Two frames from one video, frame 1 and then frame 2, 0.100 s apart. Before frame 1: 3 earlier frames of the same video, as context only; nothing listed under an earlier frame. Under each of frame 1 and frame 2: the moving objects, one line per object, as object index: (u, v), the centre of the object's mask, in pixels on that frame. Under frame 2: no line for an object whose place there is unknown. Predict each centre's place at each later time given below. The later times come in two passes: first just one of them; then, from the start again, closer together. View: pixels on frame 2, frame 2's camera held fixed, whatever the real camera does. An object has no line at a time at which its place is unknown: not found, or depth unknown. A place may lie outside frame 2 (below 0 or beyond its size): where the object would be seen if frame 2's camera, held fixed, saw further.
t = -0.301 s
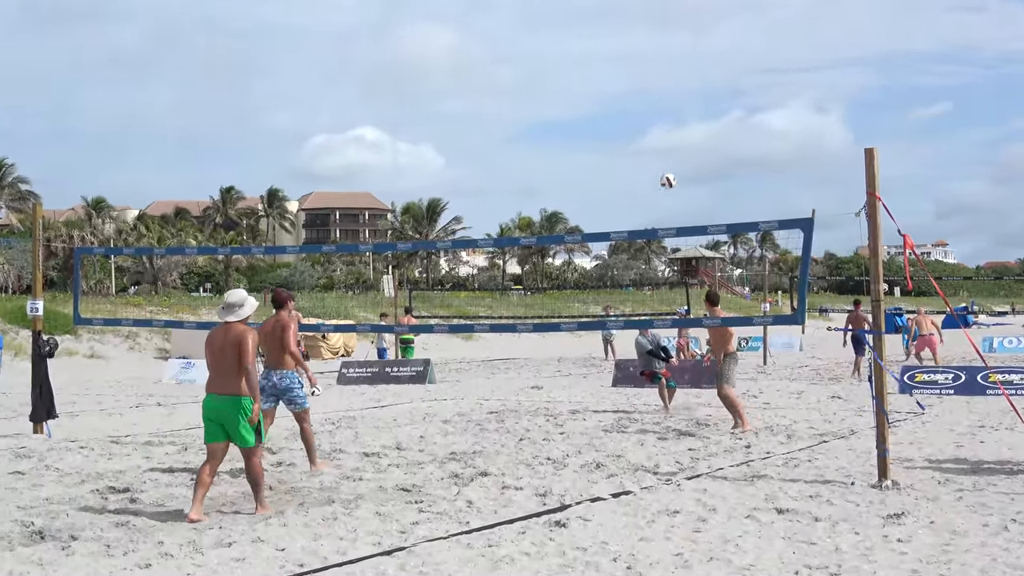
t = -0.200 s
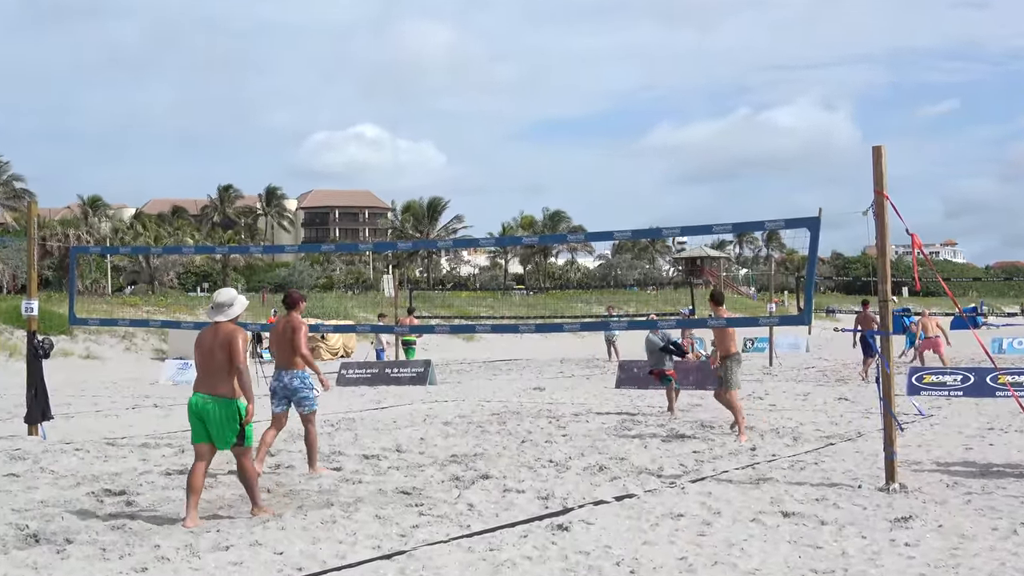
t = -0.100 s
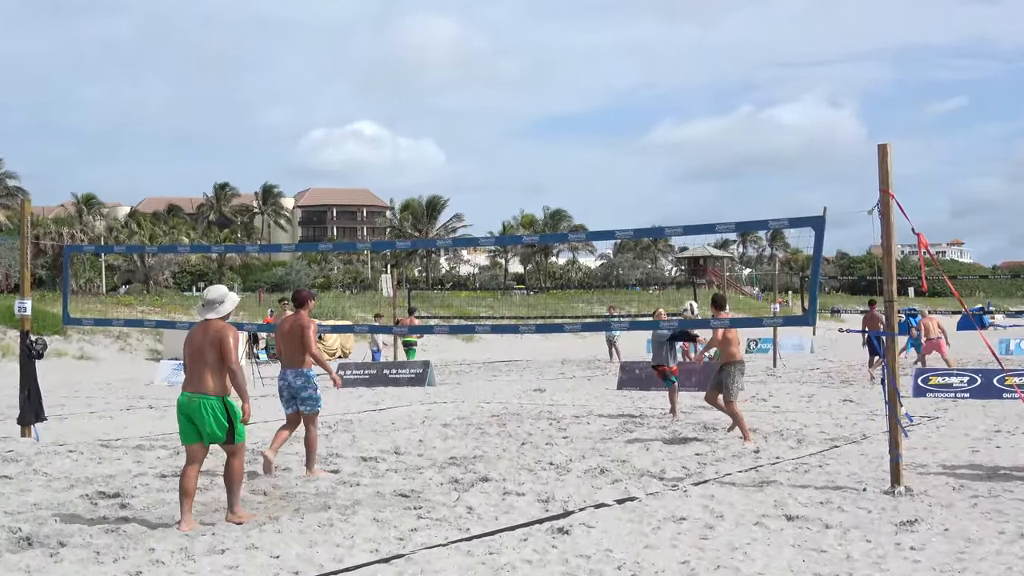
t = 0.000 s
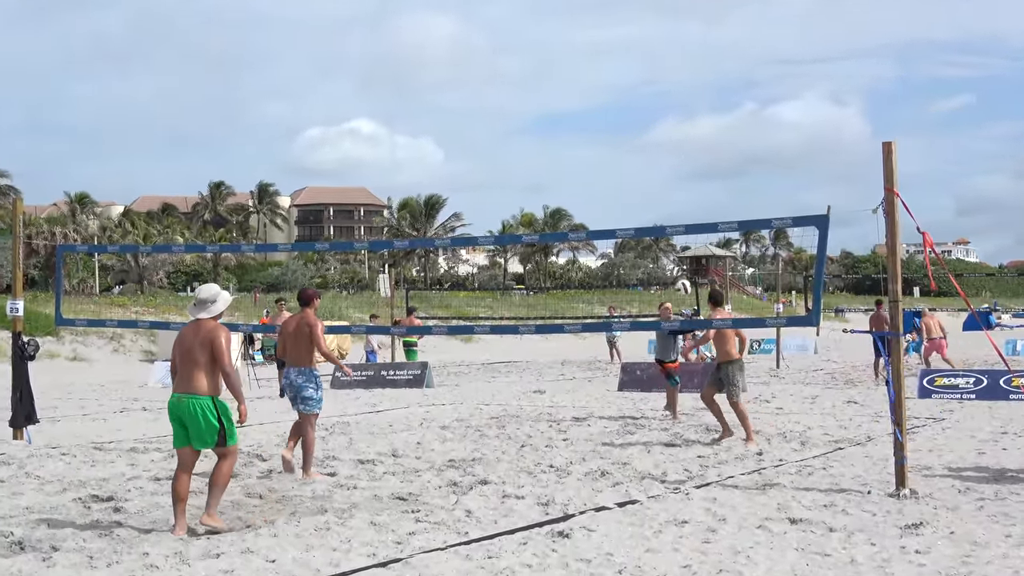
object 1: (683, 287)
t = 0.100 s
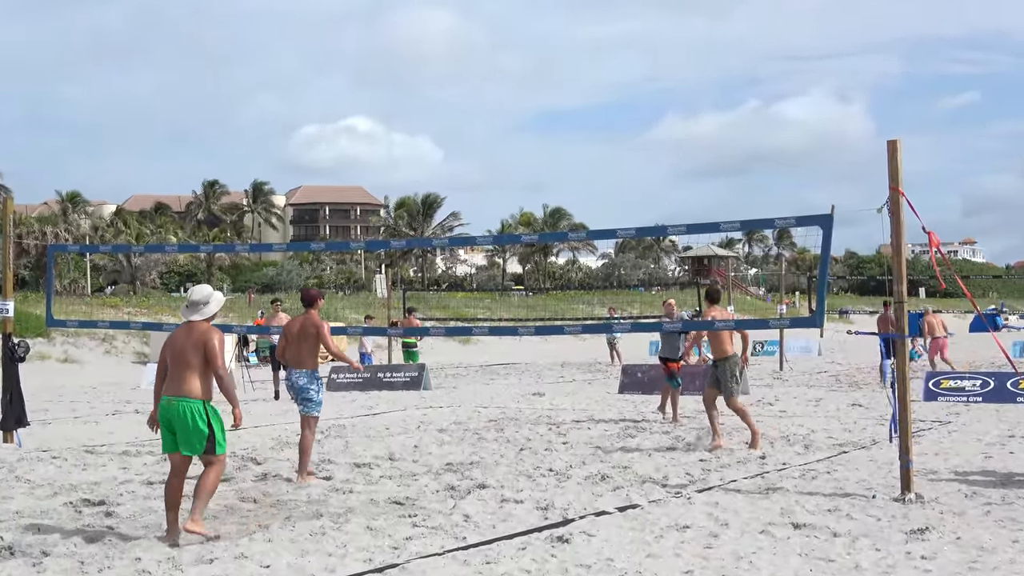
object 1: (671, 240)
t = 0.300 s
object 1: (640, 152)
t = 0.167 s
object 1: (660, 206)
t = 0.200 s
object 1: (655, 191)
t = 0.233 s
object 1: (650, 177)
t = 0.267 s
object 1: (645, 164)
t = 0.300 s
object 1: (640, 152)
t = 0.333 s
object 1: (636, 141)
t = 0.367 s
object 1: (631, 129)
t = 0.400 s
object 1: (626, 118)
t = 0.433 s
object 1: (622, 109)
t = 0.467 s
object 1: (618, 100)
